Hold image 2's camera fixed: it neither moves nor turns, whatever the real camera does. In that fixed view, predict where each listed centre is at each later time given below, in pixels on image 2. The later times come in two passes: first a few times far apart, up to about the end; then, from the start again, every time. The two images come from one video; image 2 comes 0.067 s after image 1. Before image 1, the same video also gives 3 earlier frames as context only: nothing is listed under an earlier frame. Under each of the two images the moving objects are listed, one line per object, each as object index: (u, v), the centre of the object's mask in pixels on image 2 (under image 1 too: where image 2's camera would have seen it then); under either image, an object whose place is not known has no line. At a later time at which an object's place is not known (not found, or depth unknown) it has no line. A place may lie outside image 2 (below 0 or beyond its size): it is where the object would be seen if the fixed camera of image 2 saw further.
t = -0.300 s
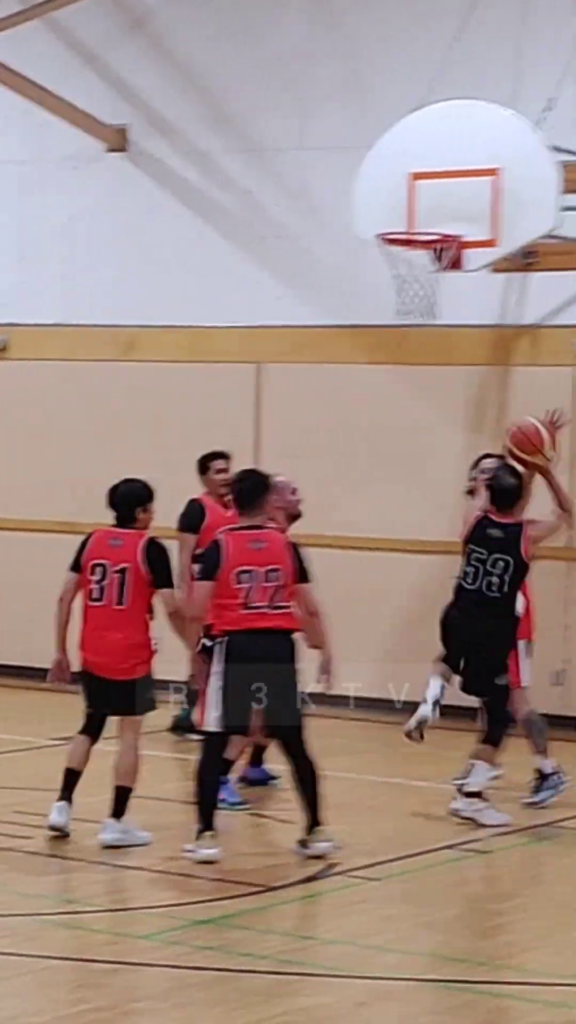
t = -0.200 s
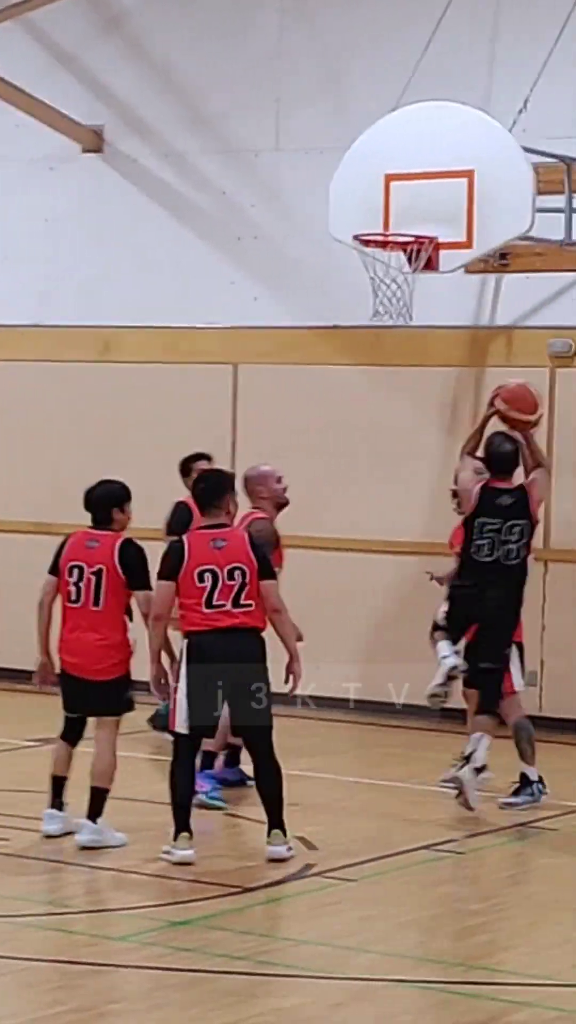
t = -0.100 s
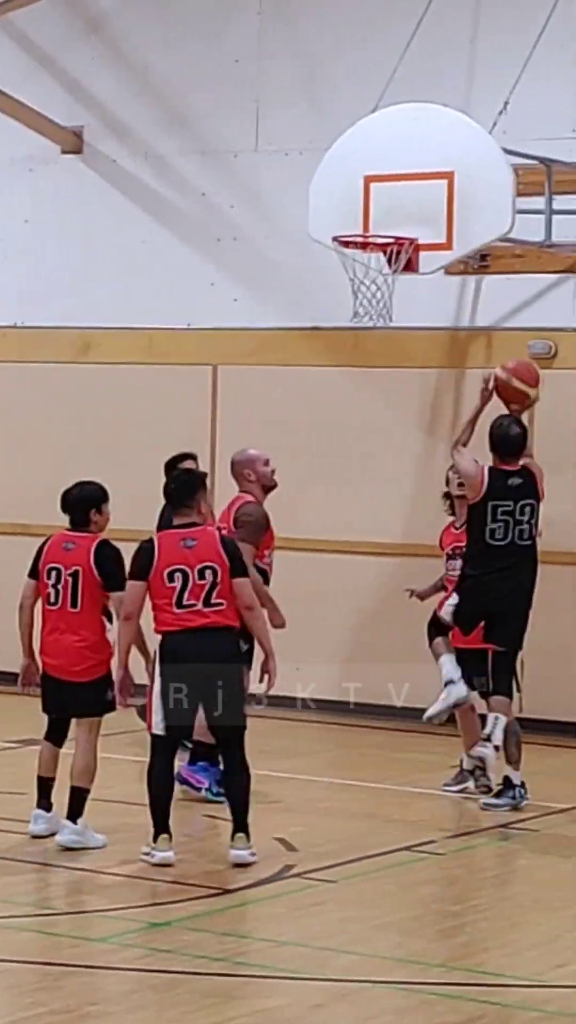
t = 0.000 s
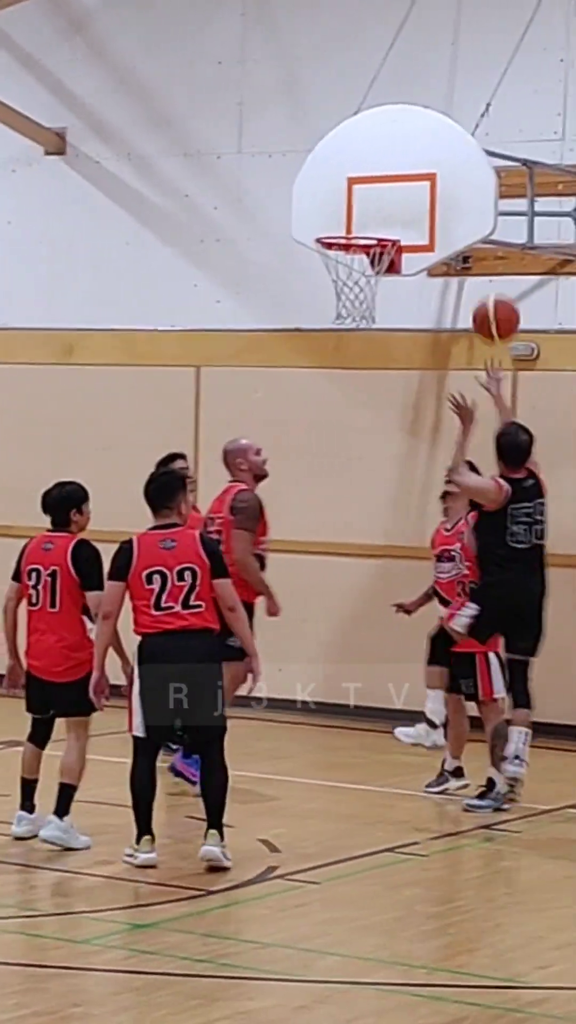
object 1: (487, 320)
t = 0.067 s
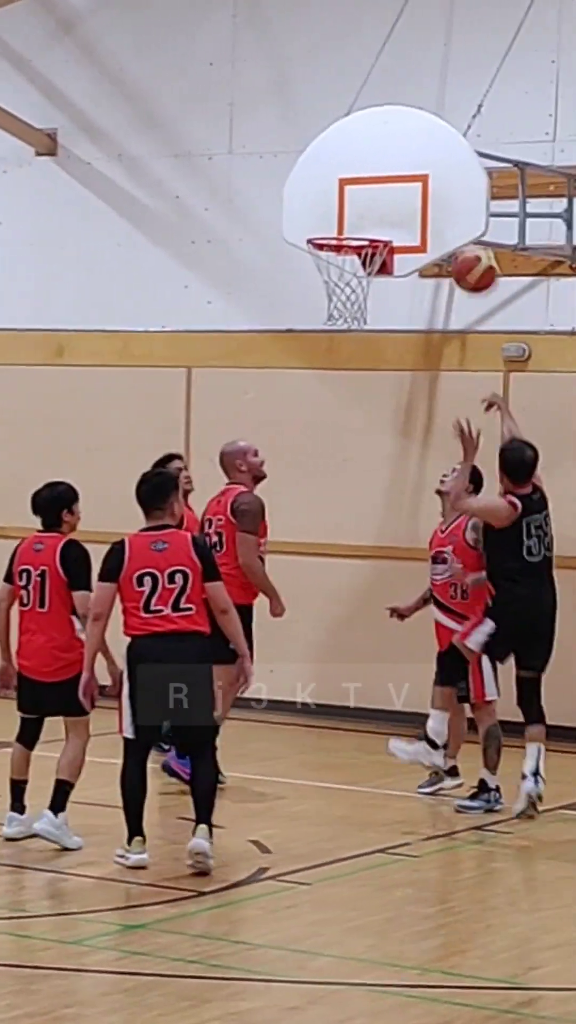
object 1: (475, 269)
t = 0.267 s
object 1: (441, 184)
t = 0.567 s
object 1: (390, 199)
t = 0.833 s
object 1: (437, 250)
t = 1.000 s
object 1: (489, 317)
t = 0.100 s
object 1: (470, 251)
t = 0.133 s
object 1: (464, 232)
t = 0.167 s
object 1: (459, 216)
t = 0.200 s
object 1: (453, 203)
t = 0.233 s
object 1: (448, 193)
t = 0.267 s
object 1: (441, 184)
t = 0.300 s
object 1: (436, 177)
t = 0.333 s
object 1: (430, 173)
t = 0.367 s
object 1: (424, 171)
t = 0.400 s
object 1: (418, 171)
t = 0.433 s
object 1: (413, 173)
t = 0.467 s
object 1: (408, 177)
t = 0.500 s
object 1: (402, 182)
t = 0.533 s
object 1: (396, 190)
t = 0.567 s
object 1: (390, 199)
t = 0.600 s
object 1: (385, 210)
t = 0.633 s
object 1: (380, 225)
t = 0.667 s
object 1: (383, 230)
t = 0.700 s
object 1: (394, 229)
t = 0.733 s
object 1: (404, 230)
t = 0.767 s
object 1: (415, 235)
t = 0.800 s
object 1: (426, 241)
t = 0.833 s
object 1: (437, 250)
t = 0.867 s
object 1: (448, 260)
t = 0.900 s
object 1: (457, 270)
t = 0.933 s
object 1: (467, 284)
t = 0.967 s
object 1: (479, 300)
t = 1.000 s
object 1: (489, 317)
